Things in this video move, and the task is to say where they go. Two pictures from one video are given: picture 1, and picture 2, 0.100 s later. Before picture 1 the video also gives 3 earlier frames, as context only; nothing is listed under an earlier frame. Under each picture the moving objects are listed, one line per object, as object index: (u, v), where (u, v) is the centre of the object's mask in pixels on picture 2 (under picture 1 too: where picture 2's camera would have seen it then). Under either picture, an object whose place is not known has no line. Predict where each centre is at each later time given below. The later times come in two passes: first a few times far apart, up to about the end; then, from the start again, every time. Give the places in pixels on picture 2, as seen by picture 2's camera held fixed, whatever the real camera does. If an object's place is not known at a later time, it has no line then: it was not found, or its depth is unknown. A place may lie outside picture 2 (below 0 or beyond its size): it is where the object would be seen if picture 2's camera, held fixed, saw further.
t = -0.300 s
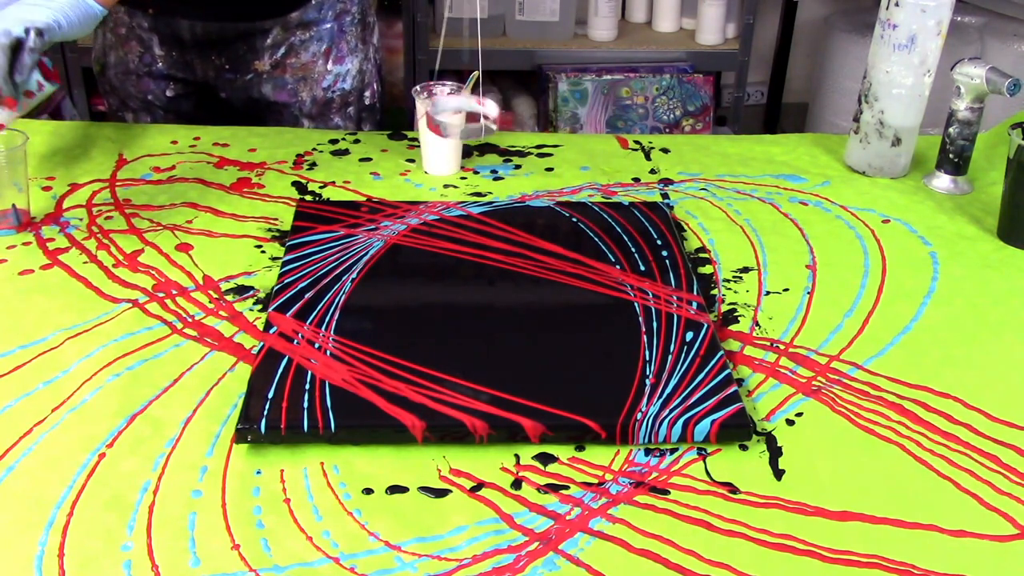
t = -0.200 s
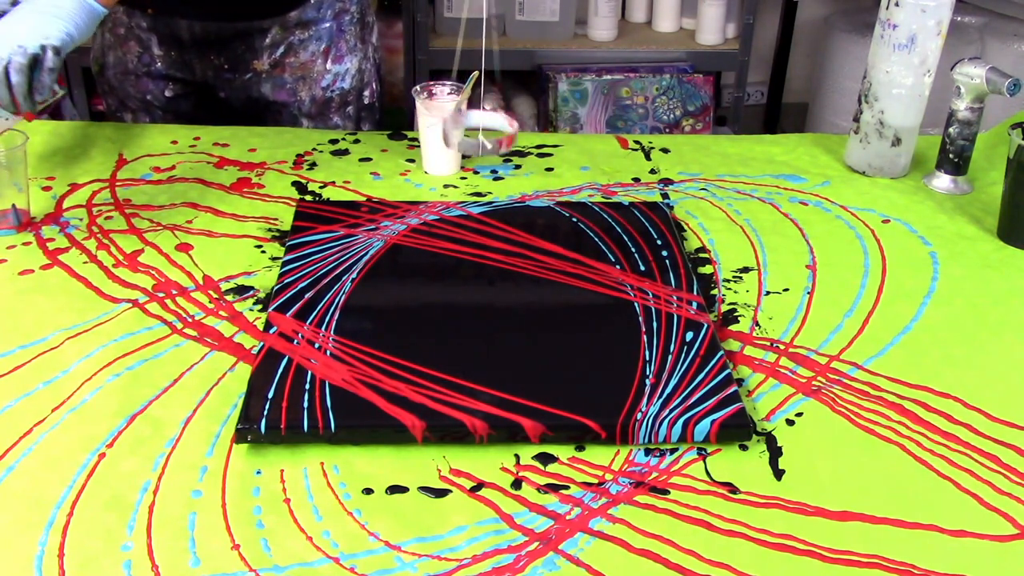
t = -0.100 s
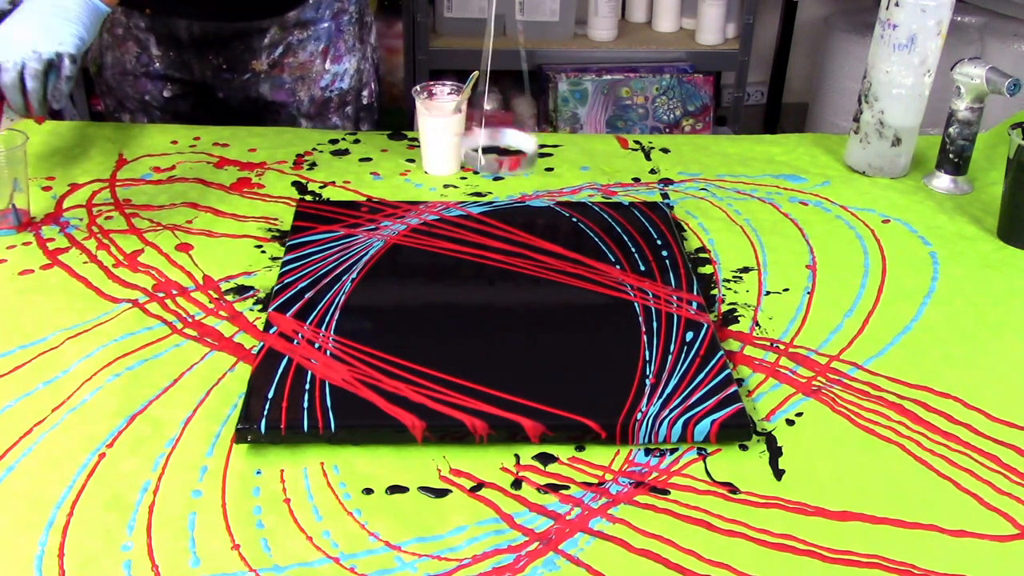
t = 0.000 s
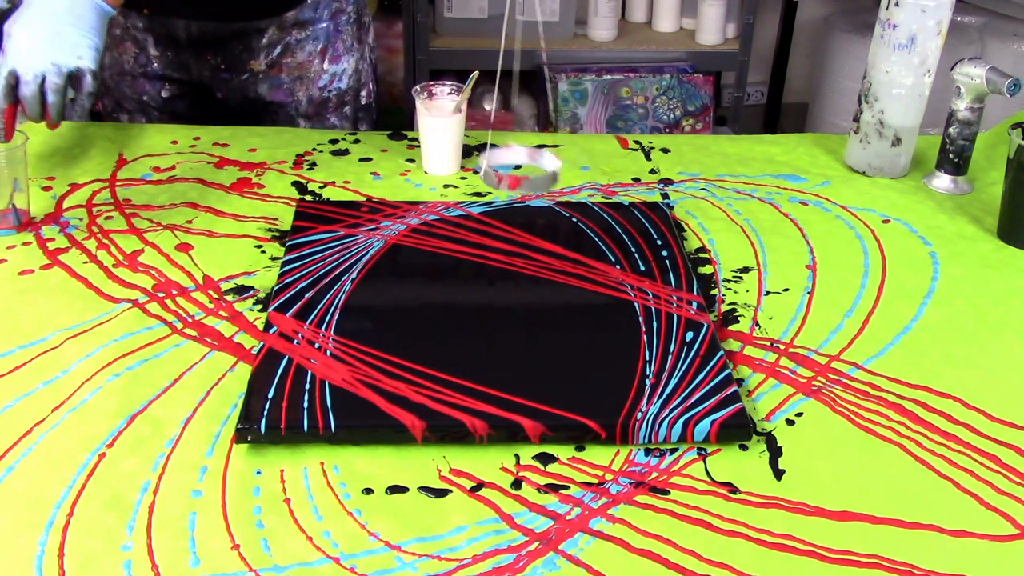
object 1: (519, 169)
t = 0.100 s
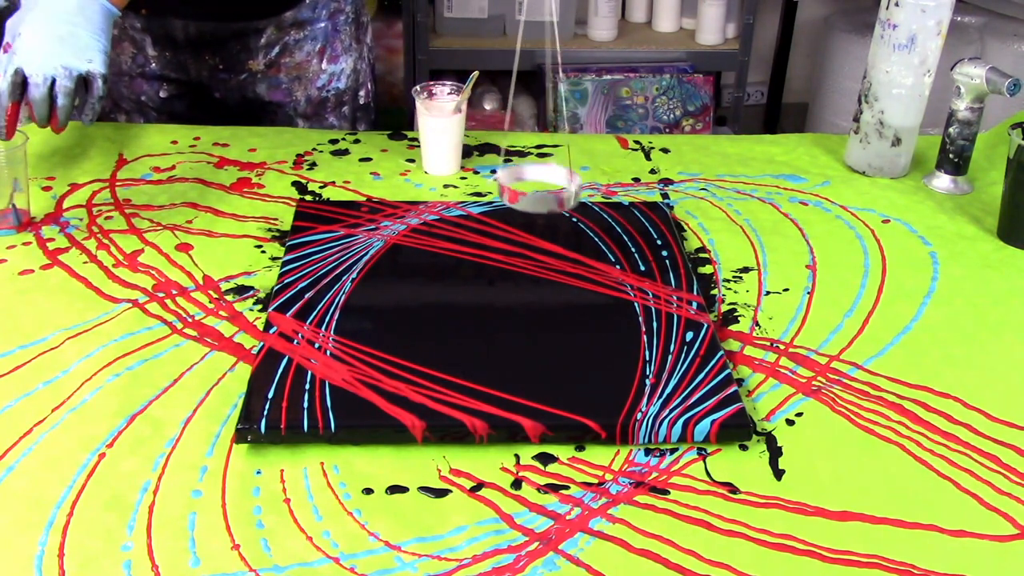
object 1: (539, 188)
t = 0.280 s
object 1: (566, 213)
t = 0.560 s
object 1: (566, 224)
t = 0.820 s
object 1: (522, 201)
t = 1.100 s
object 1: (468, 152)
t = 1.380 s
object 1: (442, 113)
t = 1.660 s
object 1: (452, 107)
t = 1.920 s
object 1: (490, 139)
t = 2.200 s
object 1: (534, 185)
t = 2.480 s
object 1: (557, 215)
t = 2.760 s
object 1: (539, 212)
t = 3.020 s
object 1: (498, 181)
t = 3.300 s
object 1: (463, 139)
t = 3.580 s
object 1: (453, 114)
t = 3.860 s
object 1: (471, 123)
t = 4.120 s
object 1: (505, 156)
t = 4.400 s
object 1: (540, 196)
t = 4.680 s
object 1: (546, 213)
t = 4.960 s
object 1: (517, 199)
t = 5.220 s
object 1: (482, 164)
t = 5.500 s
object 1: (461, 129)
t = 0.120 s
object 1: (542, 191)
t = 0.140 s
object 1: (546, 194)
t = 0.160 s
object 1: (550, 198)
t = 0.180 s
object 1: (553, 201)
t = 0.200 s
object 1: (556, 203)
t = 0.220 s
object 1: (559, 206)
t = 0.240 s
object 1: (561, 208)
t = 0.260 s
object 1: (564, 211)
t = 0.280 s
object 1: (566, 213)
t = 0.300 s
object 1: (568, 215)
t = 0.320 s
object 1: (569, 217)
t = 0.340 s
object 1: (571, 218)
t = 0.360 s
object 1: (572, 220)
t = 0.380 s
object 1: (573, 221)
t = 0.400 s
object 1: (573, 222)
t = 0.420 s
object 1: (573, 223)
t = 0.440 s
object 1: (573, 224)
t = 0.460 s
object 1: (573, 225)
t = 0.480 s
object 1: (572, 225)
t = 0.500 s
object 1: (571, 225)
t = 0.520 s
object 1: (569, 225)
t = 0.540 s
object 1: (567, 225)
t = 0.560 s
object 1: (566, 224)
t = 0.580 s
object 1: (563, 224)
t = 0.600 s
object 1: (561, 223)
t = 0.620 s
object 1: (559, 222)
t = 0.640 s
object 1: (556, 221)
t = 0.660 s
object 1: (553, 219)
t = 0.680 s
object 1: (550, 217)
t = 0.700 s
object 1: (546, 215)
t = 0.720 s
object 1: (543, 214)
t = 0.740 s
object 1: (538, 211)
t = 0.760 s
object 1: (535, 209)
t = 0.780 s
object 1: (530, 207)
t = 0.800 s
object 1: (527, 204)
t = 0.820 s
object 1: (522, 201)
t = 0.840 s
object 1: (518, 198)
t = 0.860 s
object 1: (514, 195)
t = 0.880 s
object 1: (509, 192)
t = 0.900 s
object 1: (505, 188)
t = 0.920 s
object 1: (501, 185)
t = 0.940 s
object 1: (497, 181)
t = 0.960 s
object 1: (493, 178)
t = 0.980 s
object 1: (488, 174)
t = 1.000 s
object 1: (485, 170)
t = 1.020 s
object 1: (481, 167)
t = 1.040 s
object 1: (478, 163)
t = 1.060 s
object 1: (475, 160)
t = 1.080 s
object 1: (472, 156)
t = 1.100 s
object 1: (468, 152)
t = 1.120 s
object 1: (465, 149)
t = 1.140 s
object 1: (463, 145)
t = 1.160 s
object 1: (460, 142)
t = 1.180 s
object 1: (458, 139)
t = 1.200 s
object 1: (457, 136)
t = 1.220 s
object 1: (453, 133)
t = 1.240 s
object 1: (451, 129)
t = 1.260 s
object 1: (449, 127)
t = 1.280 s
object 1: (447, 124)
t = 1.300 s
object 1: (446, 121)
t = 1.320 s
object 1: (444, 119)
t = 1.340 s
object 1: (443, 117)
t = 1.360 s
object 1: (443, 115)
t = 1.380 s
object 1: (442, 113)
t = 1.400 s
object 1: (442, 111)
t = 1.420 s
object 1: (442, 109)
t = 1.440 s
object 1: (442, 108)
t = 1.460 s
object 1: (443, 107)
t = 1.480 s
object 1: (443, 106)
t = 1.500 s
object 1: (444, 106)
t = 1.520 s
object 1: (444, 105)
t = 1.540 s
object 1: (445, 105)
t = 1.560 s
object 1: (446, 105)
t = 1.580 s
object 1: (447, 105)
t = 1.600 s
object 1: (448, 105)
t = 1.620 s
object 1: (449, 106)
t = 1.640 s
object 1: (451, 106)
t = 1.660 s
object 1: (452, 107)
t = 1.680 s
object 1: (455, 102)
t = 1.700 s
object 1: (459, 104)
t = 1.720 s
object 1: (460, 113)
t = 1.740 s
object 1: (464, 115)
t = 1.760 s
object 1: (466, 117)
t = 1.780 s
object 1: (469, 120)
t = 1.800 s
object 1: (471, 122)
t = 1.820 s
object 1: (474, 125)
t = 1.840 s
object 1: (477, 127)
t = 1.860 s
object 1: (480, 130)
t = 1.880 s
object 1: (483, 133)
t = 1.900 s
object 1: (486, 136)
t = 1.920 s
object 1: (490, 139)
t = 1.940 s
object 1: (493, 142)
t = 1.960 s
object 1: (495, 145)
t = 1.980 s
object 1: (498, 149)
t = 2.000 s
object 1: (502, 152)
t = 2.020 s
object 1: (505, 156)
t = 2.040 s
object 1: (508, 159)
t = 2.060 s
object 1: (512, 162)
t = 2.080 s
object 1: (515, 166)
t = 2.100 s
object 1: (518, 169)
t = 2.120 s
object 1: (521, 172)
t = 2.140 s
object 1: (525, 176)
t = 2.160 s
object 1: (528, 179)
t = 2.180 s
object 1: (531, 182)
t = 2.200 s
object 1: (534, 185)
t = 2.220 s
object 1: (537, 189)
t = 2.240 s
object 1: (540, 191)
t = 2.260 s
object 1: (542, 194)
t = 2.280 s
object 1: (544, 197)
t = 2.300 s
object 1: (546, 199)
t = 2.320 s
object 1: (548, 202)
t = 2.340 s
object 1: (550, 204)
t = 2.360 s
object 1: (552, 206)
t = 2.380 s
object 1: (554, 208)
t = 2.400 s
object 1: (555, 210)
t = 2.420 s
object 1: (556, 212)
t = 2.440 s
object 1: (556, 213)
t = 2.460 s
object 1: (556, 214)
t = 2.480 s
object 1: (557, 215)
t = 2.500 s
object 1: (557, 217)
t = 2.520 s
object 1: (557, 217)
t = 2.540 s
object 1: (556, 218)
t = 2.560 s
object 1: (556, 218)
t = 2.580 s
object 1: (556, 218)
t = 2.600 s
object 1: (554, 218)
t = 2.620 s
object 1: (553, 218)
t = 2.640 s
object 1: (551, 218)
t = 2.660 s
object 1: (550, 217)
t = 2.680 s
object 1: (548, 217)
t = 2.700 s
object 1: (546, 216)
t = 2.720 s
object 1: (543, 215)
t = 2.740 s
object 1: (541, 214)
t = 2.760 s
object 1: (539, 212)
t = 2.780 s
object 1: (536, 211)
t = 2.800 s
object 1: (533, 209)
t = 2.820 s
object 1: (530, 207)
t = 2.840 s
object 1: (527, 205)
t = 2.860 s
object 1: (524, 203)
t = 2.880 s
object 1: (521, 201)
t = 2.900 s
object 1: (518, 198)
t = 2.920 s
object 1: (514, 196)
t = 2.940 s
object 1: (512, 193)
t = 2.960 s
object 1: (508, 190)
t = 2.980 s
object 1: (505, 187)
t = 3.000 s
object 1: (501, 184)
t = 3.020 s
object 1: (498, 181)
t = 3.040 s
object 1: (496, 178)
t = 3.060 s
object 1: (493, 174)
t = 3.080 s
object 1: (489, 171)
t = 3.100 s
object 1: (487, 169)
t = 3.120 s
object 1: (484, 165)
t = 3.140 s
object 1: (481, 162)
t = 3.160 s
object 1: (478, 159)
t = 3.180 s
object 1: (476, 156)
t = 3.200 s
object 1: (473, 153)
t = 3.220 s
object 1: (471, 150)
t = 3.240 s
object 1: (469, 147)
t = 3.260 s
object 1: (467, 144)
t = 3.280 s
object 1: (465, 141)
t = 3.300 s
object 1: (463, 139)
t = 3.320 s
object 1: (461, 136)
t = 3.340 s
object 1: (460, 134)
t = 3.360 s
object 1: (458, 131)
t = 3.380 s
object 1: (457, 129)
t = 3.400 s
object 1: (456, 127)
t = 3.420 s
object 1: (455, 124)
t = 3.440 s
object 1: (454, 123)
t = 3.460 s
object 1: (453, 120)
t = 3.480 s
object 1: (453, 119)
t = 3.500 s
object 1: (453, 118)
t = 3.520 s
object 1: (453, 116)
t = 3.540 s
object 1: (453, 115)
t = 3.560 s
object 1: (453, 115)
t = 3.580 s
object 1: (453, 114)
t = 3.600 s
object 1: (453, 113)
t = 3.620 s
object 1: (454, 113)
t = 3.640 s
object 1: (454, 113)
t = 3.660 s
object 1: (455, 113)
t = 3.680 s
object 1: (456, 113)
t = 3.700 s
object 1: (457, 113)
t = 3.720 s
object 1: (458, 114)
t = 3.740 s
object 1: (459, 115)
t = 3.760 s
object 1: (462, 116)
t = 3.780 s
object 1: (465, 117)
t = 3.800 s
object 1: (464, 118)
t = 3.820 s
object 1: (467, 119)
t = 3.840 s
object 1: (469, 121)
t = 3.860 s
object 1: (471, 123)
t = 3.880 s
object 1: (474, 125)
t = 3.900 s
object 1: (476, 127)
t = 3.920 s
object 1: (478, 129)
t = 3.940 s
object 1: (481, 132)
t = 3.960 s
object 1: (483, 134)
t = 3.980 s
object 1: (486, 136)
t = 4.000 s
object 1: (488, 139)
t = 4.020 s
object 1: (491, 142)
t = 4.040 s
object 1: (494, 144)
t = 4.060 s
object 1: (496, 147)
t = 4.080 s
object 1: (499, 150)
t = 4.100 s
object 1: (502, 153)
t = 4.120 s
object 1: (505, 156)
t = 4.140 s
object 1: (508, 159)
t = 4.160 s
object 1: (511, 162)
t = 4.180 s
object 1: (514, 165)
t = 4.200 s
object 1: (517, 168)
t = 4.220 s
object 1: (520, 171)
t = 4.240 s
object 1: (522, 174)
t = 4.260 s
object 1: (525, 177)
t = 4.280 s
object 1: (527, 180)
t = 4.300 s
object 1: (530, 183)
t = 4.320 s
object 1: (532, 186)
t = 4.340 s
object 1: (535, 189)
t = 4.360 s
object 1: (536, 191)
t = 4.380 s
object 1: (538, 193)
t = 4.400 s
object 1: (540, 196)
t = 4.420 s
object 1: (542, 198)
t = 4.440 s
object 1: (543, 200)
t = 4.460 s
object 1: (545, 202)
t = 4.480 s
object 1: (546, 204)
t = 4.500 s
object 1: (547, 205)
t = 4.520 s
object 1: (547, 207)
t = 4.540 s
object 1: (548, 208)
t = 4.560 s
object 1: (548, 209)
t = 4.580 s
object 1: (549, 210)
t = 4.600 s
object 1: (549, 211)
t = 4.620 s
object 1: (549, 212)
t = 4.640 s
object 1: (548, 212)
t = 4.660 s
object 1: (547, 213)
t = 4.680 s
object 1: (546, 213)
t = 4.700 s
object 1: (545, 213)
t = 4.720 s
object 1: (544, 213)
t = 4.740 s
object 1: (543, 213)
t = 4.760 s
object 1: (541, 212)
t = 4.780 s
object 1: (540, 212)
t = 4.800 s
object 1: (537, 211)
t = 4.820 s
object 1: (535, 210)
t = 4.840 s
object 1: (533, 209)
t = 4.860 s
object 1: (531, 207)
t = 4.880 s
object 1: (528, 206)
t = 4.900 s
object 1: (526, 204)
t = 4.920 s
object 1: (523, 203)
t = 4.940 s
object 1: (520, 201)
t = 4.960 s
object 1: (517, 199)
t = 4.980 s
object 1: (514, 197)
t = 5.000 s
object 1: (512, 194)
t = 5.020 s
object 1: (509, 192)
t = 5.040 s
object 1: (506, 189)
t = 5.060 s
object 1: (503, 187)
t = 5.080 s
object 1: (501, 184)
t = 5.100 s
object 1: (498, 182)
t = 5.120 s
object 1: (495, 179)
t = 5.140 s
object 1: (493, 176)
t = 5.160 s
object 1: (490, 173)
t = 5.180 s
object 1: (487, 170)
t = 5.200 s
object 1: (485, 167)
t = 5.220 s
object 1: (482, 164)
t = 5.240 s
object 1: (480, 162)
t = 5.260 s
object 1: (478, 159)
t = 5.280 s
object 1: (476, 156)
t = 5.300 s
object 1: (474, 153)
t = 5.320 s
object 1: (472, 150)
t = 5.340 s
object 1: (470, 148)
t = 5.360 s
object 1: (468, 145)
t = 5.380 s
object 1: (467, 142)
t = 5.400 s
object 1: (466, 140)
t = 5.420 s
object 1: (464, 138)
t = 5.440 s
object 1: (463, 135)
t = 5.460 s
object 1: (462, 133)
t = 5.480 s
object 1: (461, 131)
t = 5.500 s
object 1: (461, 129)
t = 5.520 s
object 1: (460, 127)
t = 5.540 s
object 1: (459, 126)
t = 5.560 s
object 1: (459, 124)
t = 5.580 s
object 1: (459, 123)
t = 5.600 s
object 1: (459, 122)
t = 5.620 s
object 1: (459, 121)
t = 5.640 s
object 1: (459, 120)
